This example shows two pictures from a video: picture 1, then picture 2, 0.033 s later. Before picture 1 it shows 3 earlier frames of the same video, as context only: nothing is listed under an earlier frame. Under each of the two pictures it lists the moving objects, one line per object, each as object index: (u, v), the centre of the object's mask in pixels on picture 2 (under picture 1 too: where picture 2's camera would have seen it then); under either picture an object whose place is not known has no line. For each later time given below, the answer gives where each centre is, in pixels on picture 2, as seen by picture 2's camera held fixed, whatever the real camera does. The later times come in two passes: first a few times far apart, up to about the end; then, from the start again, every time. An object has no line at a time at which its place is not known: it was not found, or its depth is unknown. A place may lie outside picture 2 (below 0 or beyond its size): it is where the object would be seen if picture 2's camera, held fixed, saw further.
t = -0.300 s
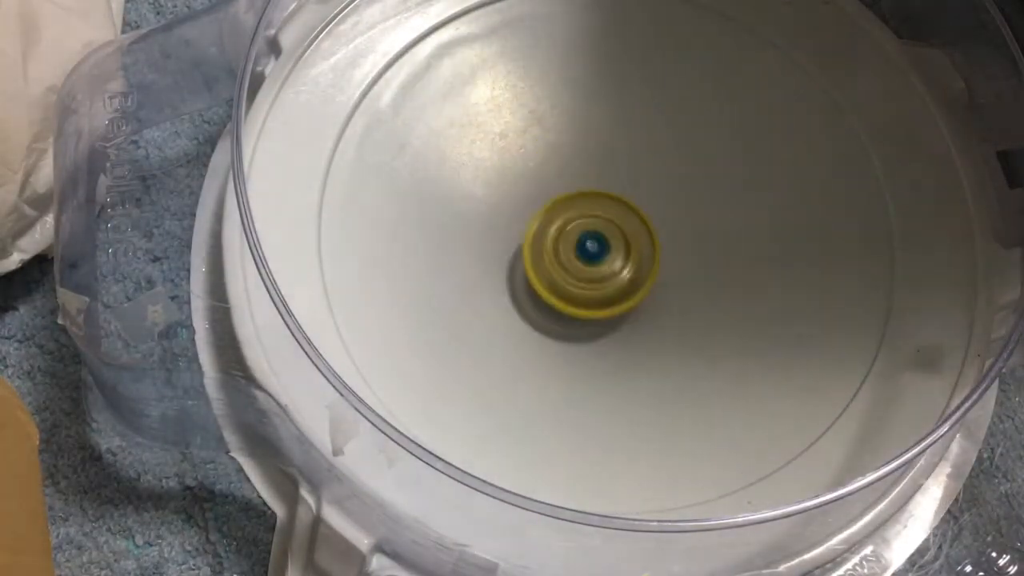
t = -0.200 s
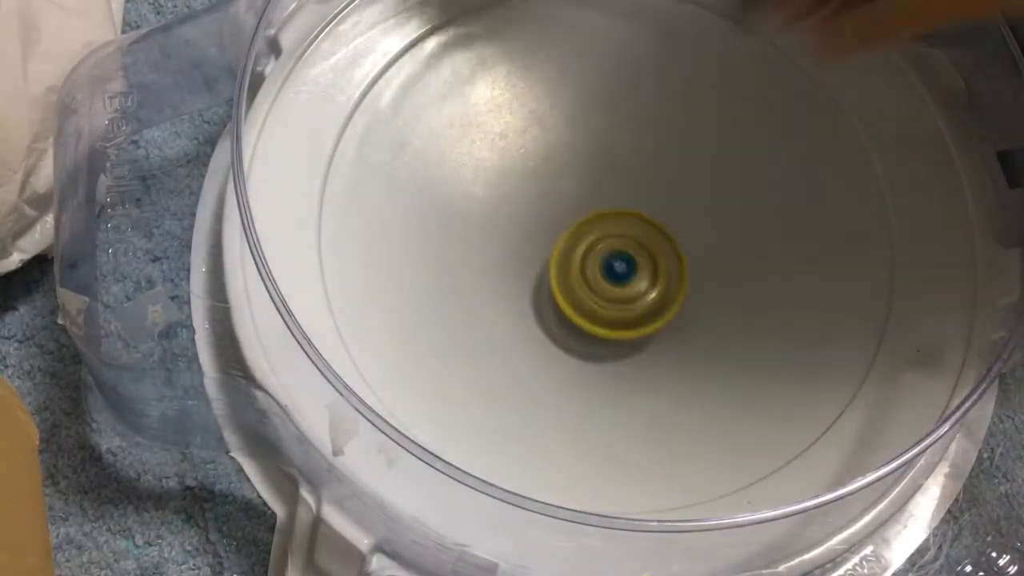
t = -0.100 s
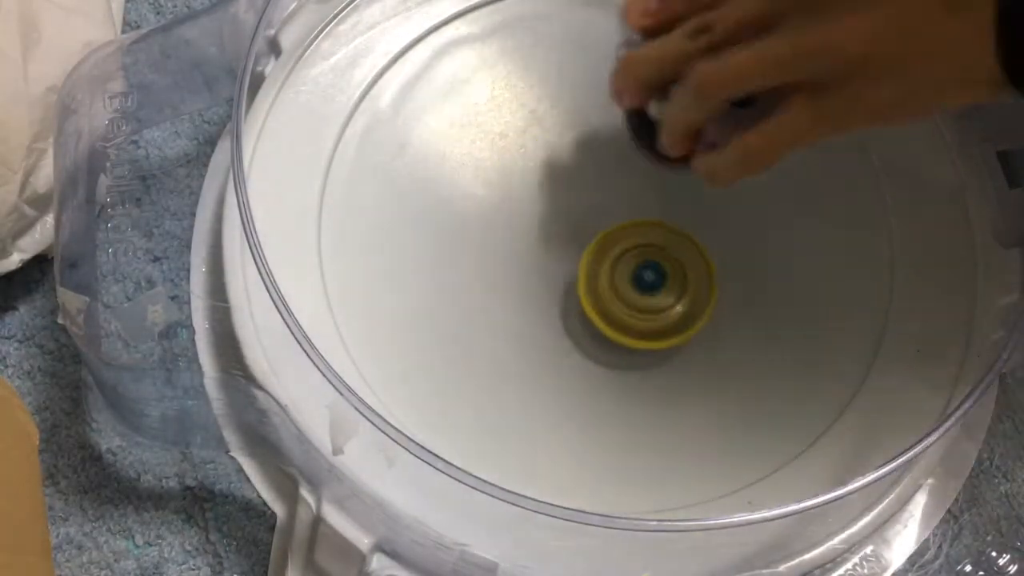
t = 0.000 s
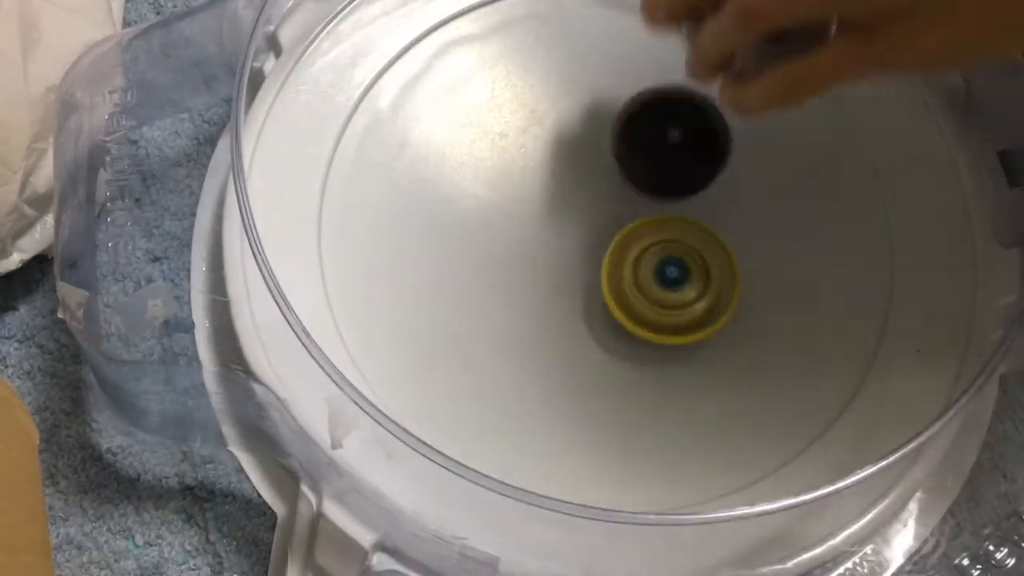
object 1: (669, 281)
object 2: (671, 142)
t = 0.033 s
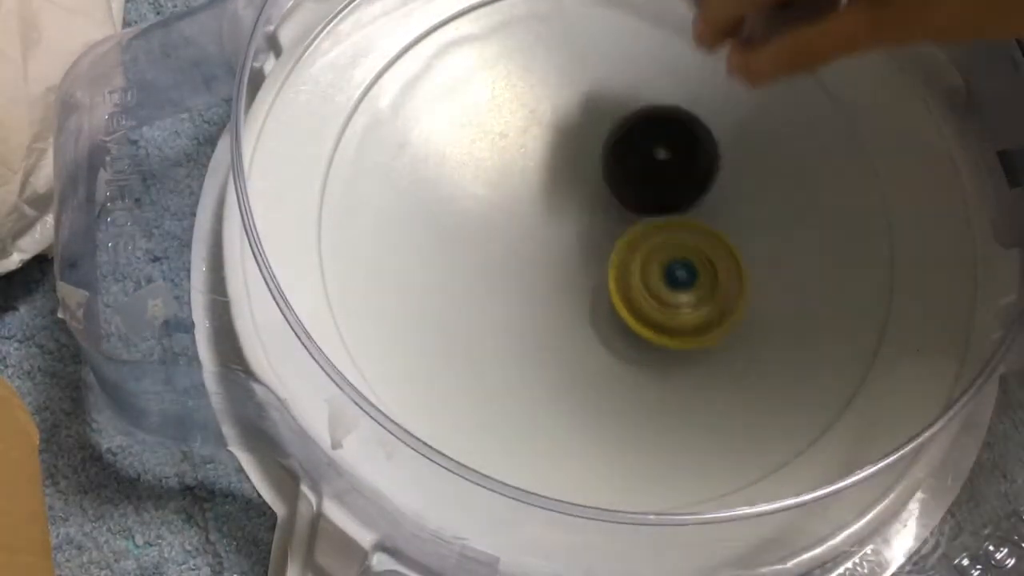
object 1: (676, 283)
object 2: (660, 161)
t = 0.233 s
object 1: (740, 354)
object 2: (604, 87)
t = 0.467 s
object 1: (734, 270)
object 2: (623, 125)
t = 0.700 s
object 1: (773, 295)
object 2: (536, 86)
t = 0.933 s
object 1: (736, 263)
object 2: (517, 67)
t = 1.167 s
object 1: (634, 251)
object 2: (554, 152)
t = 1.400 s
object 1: (619, 303)
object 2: (497, 188)
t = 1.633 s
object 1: (604, 303)
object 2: (480, 220)
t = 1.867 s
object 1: (614, 271)
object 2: (489, 220)
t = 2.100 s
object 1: (636, 232)
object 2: (506, 231)
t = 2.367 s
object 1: (620, 185)
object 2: (536, 282)
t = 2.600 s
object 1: (597, 170)
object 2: (577, 306)
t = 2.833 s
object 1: (588, 179)
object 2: (621, 299)
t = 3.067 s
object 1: (581, 173)
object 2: (673, 310)
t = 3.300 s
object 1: (590, 189)
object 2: (680, 303)
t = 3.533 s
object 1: (590, 195)
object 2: (687, 284)
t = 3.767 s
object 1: (559, 195)
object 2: (705, 261)
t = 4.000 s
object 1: (559, 210)
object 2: (689, 224)
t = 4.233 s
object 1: (550, 229)
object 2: (683, 178)
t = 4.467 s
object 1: (578, 236)
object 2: (656, 137)
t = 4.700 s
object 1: (598, 262)
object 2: (643, 97)
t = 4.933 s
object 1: (623, 255)
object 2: (613, 114)
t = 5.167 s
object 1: (661, 287)
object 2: (555, 106)
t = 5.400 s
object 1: (668, 275)
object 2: (525, 120)
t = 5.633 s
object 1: (645, 250)
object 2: (530, 189)
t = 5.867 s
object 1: (646, 238)
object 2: (491, 238)
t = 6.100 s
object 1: (640, 228)
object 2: (506, 272)
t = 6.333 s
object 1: (644, 191)
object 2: (540, 297)
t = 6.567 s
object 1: (623, 186)
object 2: (613, 307)
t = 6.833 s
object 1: (594, 180)
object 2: (685, 319)
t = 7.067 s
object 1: (581, 200)
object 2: (706, 294)
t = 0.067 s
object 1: (692, 311)
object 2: (646, 142)
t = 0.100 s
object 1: (705, 332)
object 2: (633, 124)
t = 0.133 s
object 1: (716, 347)
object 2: (622, 110)
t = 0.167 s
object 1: (725, 356)
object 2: (614, 99)
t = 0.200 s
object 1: (733, 357)
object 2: (608, 91)
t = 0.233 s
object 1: (740, 354)
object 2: (604, 87)
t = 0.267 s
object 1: (745, 346)
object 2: (603, 85)
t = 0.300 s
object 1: (749, 336)
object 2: (603, 86)
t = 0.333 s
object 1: (751, 324)
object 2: (604, 90)
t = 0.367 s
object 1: (751, 311)
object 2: (608, 96)
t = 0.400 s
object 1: (748, 297)
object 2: (612, 105)
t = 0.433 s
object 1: (742, 283)
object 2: (618, 114)
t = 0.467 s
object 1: (734, 270)
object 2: (623, 125)
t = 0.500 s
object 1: (724, 257)
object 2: (628, 137)
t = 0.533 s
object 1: (714, 247)
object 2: (631, 149)
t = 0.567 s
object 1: (731, 265)
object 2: (609, 136)
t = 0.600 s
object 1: (748, 280)
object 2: (586, 122)
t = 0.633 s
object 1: (759, 290)
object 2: (566, 109)
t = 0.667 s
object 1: (767, 295)
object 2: (549, 97)
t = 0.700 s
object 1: (773, 295)
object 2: (536, 86)
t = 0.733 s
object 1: (775, 293)
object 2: (526, 77)
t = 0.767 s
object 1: (776, 289)
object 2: (518, 70)
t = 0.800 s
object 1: (773, 285)
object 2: (513, 65)
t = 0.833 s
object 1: (767, 280)
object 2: (511, 61)
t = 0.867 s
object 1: (758, 274)
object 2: (511, 61)
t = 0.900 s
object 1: (748, 268)
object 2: (513, 62)
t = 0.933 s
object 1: (736, 263)
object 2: (517, 67)
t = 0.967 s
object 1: (722, 258)
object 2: (522, 73)
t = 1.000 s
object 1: (708, 254)
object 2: (527, 82)
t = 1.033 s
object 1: (693, 251)
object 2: (534, 93)
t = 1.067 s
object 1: (678, 248)
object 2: (540, 107)
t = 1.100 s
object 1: (662, 247)
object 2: (546, 121)
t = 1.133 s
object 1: (646, 247)
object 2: (551, 137)
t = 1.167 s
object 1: (634, 251)
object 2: (554, 152)
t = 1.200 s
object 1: (635, 267)
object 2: (546, 154)
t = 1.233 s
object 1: (635, 279)
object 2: (537, 158)
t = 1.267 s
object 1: (634, 288)
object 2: (528, 163)
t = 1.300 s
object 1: (632, 294)
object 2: (519, 168)
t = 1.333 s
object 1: (628, 299)
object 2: (510, 175)
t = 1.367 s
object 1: (624, 301)
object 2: (503, 181)
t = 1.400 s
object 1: (619, 303)
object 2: (497, 188)
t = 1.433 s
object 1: (614, 304)
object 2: (492, 194)
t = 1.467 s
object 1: (608, 304)
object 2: (490, 201)
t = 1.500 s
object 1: (603, 303)
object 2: (489, 208)
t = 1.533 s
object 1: (597, 302)
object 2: (489, 215)
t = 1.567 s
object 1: (597, 302)
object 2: (488, 219)
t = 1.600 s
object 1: (601, 304)
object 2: (483, 220)
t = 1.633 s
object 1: (604, 303)
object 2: (480, 220)
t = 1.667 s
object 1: (606, 301)
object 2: (477, 221)
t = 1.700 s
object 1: (607, 296)
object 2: (476, 221)
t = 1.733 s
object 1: (609, 292)
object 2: (476, 222)
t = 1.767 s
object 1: (611, 287)
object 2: (478, 221)
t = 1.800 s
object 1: (611, 282)
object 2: (481, 221)
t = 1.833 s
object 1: (612, 276)
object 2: (485, 221)
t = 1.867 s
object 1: (614, 271)
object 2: (489, 220)
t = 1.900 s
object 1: (621, 267)
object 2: (489, 219)
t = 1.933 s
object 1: (625, 262)
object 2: (491, 218)
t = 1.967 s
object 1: (628, 257)
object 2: (493, 218)
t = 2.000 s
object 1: (630, 252)
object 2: (496, 220)
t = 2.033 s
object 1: (631, 246)
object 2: (501, 223)
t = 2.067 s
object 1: (634, 239)
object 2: (503, 227)
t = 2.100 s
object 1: (636, 232)
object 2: (506, 231)
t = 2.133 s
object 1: (638, 226)
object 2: (510, 237)
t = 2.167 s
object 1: (639, 220)
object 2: (513, 243)
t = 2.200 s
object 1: (640, 214)
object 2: (516, 248)
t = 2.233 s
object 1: (637, 207)
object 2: (520, 254)
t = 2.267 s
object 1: (632, 202)
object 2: (525, 261)
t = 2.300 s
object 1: (628, 195)
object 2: (529, 268)
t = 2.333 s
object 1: (624, 190)
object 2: (532, 275)
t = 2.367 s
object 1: (620, 185)
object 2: (536, 282)
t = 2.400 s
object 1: (616, 180)
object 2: (541, 287)
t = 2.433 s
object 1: (612, 177)
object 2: (547, 292)
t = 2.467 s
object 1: (609, 174)
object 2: (553, 296)
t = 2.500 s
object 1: (605, 171)
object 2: (558, 300)
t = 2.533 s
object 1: (602, 170)
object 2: (564, 303)
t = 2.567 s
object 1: (599, 170)
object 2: (571, 304)
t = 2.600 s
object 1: (597, 170)
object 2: (577, 306)
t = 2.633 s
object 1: (595, 170)
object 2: (583, 306)
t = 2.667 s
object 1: (593, 171)
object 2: (590, 306)
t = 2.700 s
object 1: (591, 172)
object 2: (597, 305)
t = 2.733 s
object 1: (589, 173)
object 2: (602, 304)
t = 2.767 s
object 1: (588, 175)
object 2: (609, 303)
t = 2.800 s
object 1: (588, 177)
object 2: (615, 301)
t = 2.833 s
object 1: (588, 179)
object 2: (621, 299)
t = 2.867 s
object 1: (589, 181)
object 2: (627, 297)
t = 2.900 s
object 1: (588, 179)
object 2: (635, 298)
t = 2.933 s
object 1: (586, 175)
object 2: (644, 303)
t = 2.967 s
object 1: (585, 173)
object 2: (652, 306)
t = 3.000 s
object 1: (583, 172)
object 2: (660, 308)
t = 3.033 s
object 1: (581, 172)
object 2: (667, 309)
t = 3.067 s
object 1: (581, 173)
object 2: (673, 310)
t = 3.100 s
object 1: (581, 175)
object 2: (678, 310)
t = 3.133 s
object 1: (581, 177)
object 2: (680, 310)
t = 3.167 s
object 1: (583, 180)
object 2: (682, 309)
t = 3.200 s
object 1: (584, 182)
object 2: (682, 308)
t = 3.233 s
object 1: (586, 184)
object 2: (682, 307)
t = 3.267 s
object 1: (588, 187)
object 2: (681, 305)
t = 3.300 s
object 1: (590, 189)
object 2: (680, 303)
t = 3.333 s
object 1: (592, 192)
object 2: (679, 301)
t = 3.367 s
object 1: (595, 195)
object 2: (678, 298)
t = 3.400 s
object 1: (598, 197)
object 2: (678, 295)
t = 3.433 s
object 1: (595, 194)
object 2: (682, 296)
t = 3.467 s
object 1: (592, 193)
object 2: (685, 294)
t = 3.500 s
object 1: (591, 193)
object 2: (686, 290)
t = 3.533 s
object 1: (590, 195)
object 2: (687, 284)
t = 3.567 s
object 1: (589, 195)
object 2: (689, 279)
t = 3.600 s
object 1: (579, 189)
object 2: (698, 279)
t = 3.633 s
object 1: (571, 187)
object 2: (704, 278)
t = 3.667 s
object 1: (566, 187)
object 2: (708, 275)
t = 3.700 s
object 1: (563, 189)
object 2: (709, 272)
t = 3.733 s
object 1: (560, 191)
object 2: (708, 266)
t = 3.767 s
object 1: (559, 195)
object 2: (705, 261)
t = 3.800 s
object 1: (560, 198)
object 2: (701, 256)
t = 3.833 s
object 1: (562, 201)
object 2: (696, 250)
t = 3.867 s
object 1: (565, 204)
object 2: (690, 243)
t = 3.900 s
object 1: (562, 205)
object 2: (691, 237)
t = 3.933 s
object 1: (560, 206)
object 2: (691, 232)
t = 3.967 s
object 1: (559, 207)
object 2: (691, 228)
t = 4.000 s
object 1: (559, 210)
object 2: (689, 224)
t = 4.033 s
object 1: (557, 212)
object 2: (689, 219)
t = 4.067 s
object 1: (555, 214)
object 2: (688, 215)
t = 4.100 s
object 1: (554, 217)
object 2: (686, 209)
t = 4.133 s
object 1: (554, 219)
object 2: (683, 202)
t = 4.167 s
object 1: (551, 223)
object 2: (684, 194)
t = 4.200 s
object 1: (550, 226)
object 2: (684, 186)
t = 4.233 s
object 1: (550, 229)
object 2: (683, 178)
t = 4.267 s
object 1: (552, 232)
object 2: (681, 170)
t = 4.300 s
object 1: (555, 234)
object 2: (678, 162)
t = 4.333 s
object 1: (559, 236)
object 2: (675, 155)
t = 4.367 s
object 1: (563, 237)
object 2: (671, 149)
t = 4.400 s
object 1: (568, 237)
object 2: (666, 144)
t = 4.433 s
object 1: (573, 237)
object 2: (661, 140)
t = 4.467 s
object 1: (578, 236)
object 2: (656, 137)
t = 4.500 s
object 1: (582, 237)
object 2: (652, 135)
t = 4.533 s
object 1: (582, 244)
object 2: (653, 126)
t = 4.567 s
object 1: (584, 250)
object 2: (652, 118)
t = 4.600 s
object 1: (587, 255)
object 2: (651, 111)
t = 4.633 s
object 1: (590, 258)
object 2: (649, 105)
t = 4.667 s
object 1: (594, 261)
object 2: (646, 101)
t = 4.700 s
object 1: (598, 262)
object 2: (643, 97)
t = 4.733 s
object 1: (602, 263)
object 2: (640, 96)
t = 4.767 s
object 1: (606, 263)
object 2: (636, 95)
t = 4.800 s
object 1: (610, 262)
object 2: (632, 97)
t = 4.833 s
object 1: (613, 261)
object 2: (628, 99)
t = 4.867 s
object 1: (617, 260)
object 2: (624, 103)
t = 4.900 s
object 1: (620, 258)
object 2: (618, 108)
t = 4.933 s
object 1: (623, 255)
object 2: (613, 114)
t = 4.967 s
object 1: (626, 253)
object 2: (607, 120)
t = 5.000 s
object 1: (629, 250)
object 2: (601, 128)
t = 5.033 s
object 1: (635, 258)
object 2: (592, 127)
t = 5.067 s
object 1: (643, 271)
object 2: (582, 120)
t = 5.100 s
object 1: (649, 279)
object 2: (572, 114)
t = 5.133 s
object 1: (655, 284)
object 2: (563, 110)
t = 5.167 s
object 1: (661, 287)
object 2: (555, 106)
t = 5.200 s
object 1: (664, 288)
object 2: (547, 105)
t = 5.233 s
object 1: (667, 288)
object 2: (541, 103)
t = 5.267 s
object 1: (670, 286)
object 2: (536, 104)
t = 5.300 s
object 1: (670, 284)
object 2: (532, 106)
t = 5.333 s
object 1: (671, 282)
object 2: (528, 109)
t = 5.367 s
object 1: (670, 278)
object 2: (526, 114)
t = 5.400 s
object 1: (668, 275)
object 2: (525, 120)
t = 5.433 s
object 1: (666, 270)
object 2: (524, 127)
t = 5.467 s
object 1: (663, 267)
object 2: (525, 136)
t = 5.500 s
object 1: (660, 264)
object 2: (525, 145)
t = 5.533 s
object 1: (657, 260)
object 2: (526, 156)
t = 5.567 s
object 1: (653, 257)
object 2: (527, 167)
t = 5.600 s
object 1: (649, 253)
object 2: (529, 179)
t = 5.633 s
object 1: (645, 250)
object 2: (530, 189)
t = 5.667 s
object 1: (650, 249)
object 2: (522, 196)
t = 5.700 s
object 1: (653, 248)
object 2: (515, 202)
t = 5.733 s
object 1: (654, 245)
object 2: (508, 209)
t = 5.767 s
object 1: (653, 242)
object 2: (502, 217)
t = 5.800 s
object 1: (651, 240)
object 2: (497, 224)
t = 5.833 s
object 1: (648, 238)
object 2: (493, 231)
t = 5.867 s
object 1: (646, 238)
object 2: (491, 238)
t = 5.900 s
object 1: (643, 237)
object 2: (490, 245)
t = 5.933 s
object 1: (641, 237)
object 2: (491, 251)
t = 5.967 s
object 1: (639, 236)
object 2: (494, 257)
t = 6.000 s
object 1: (636, 236)
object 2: (499, 262)
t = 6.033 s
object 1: (634, 235)
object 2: (505, 265)
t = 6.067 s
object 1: (633, 234)
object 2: (509, 267)
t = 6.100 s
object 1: (640, 228)
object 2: (506, 272)
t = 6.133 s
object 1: (645, 223)
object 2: (506, 277)
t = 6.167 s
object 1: (649, 216)
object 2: (507, 281)
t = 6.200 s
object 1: (649, 211)
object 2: (512, 285)
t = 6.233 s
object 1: (650, 205)
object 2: (517, 288)
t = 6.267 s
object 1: (649, 199)
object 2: (524, 291)
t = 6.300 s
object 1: (647, 195)
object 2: (532, 294)
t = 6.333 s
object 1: (644, 191)
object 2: (540, 297)
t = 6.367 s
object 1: (642, 189)
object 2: (550, 300)
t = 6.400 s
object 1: (638, 187)
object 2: (559, 302)
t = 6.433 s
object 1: (635, 186)
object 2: (570, 304)
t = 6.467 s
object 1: (631, 185)
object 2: (580, 305)
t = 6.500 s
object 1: (629, 185)
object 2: (591, 306)
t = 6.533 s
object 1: (625, 185)
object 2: (602, 307)
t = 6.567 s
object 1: (623, 186)
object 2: (613, 307)
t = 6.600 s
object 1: (620, 186)
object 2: (622, 307)
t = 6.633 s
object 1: (618, 188)
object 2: (632, 307)
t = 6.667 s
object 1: (614, 186)
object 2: (642, 309)
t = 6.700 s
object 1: (611, 183)
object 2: (652, 313)
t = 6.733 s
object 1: (606, 180)
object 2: (661, 315)
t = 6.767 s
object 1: (602, 179)
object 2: (670, 317)
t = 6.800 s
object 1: (598, 179)
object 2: (678, 319)
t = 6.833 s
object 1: (594, 180)
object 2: (685, 319)
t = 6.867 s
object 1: (590, 181)
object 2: (691, 319)
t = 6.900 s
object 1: (588, 183)
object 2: (696, 317)
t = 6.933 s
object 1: (585, 185)
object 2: (700, 315)
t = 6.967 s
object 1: (584, 188)
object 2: (703, 311)
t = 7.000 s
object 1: (582, 192)
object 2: (705, 306)
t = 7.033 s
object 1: (582, 195)
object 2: (706, 301)
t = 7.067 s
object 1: (581, 200)
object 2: (706, 294)
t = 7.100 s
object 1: (582, 204)
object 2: (705, 287)
